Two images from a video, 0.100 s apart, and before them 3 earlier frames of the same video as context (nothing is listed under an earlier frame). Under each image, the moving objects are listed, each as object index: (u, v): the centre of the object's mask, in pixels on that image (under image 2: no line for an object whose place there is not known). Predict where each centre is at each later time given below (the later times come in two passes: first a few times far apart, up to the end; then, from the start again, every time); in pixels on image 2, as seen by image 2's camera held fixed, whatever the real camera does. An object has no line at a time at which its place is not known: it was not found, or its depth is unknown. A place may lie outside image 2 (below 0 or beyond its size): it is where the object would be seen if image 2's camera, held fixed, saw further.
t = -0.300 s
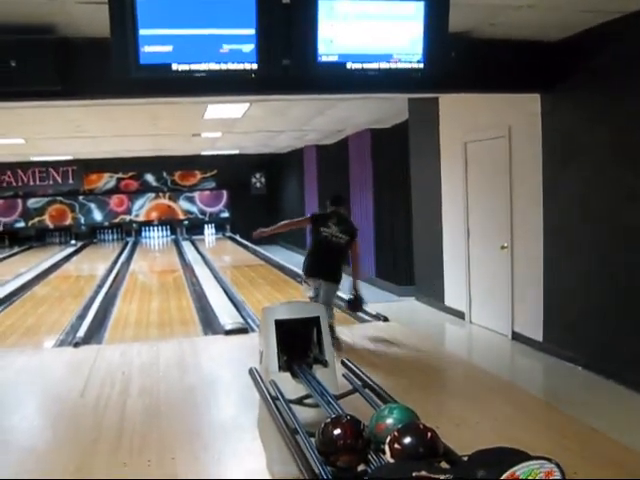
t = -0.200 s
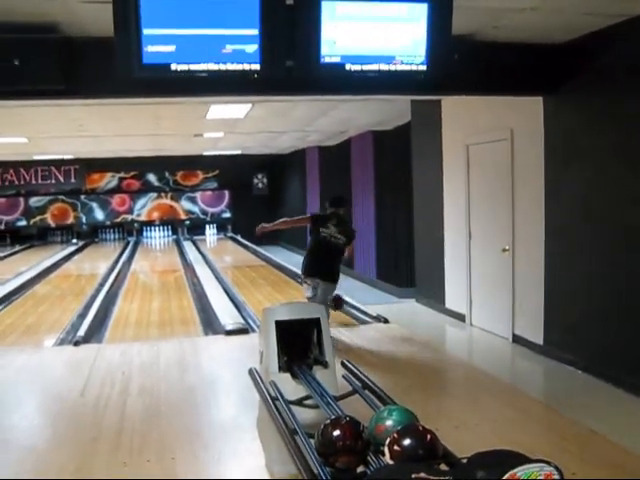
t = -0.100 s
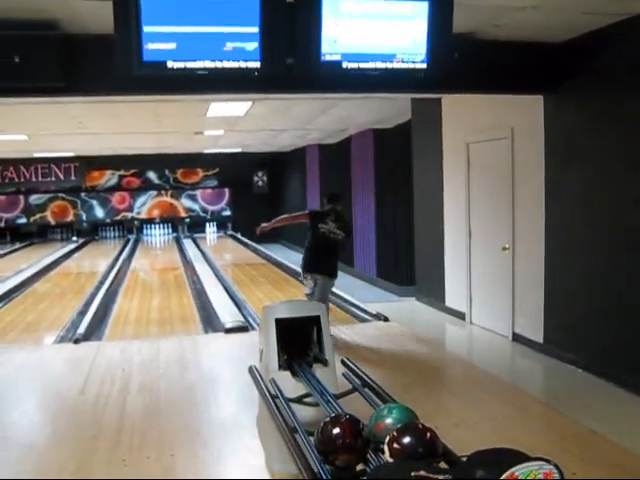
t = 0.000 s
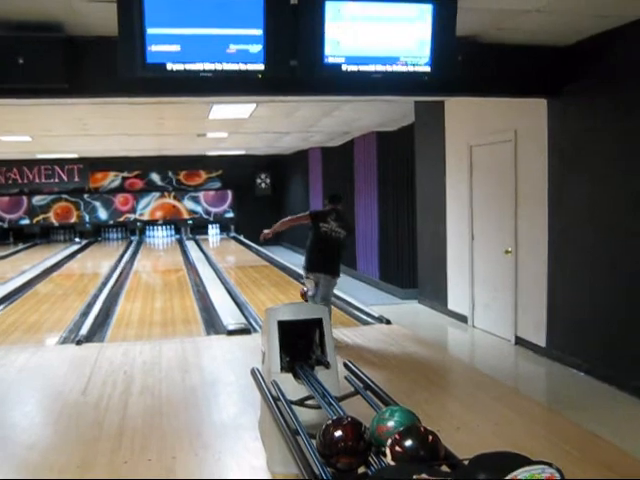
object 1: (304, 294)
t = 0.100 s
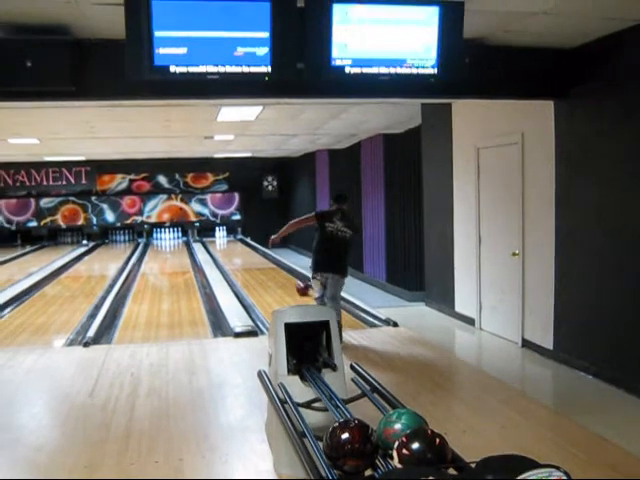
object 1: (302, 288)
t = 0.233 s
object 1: (289, 280)
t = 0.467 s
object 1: (272, 269)
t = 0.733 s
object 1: (258, 259)
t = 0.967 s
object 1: (248, 253)
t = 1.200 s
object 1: (240, 248)
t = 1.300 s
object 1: (237, 246)
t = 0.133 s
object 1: (298, 286)
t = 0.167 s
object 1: (295, 284)
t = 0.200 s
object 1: (292, 282)
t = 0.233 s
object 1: (289, 280)
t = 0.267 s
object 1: (287, 278)
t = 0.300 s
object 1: (284, 276)
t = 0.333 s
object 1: (281, 275)
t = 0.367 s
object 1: (279, 273)
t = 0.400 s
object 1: (277, 271)
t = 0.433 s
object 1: (275, 270)
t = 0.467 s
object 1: (272, 269)
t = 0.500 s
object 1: (270, 267)
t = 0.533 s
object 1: (269, 266)
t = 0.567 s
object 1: (266, 265)
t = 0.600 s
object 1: (265, 264)
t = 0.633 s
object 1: (263, 262)
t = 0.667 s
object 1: (261, 261)
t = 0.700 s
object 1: (259, 260)
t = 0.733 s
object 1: (258, 259)
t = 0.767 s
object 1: (256, 258)
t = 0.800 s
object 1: (255, 258)
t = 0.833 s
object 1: (254, 257)
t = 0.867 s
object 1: (252, 256)
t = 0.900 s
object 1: (251, 255)
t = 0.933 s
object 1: (249, 254)
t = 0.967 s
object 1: (248, 253)
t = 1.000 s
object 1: (247, 252)
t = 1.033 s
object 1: (245, 251)
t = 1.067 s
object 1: (244, 251)
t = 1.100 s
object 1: (243, 250)
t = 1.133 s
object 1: (241, 249)
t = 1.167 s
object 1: (240, 249)
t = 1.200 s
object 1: (240, 248)
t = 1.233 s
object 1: (239, 247)
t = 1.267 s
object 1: (237, 247)
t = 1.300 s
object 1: (237, 246)
